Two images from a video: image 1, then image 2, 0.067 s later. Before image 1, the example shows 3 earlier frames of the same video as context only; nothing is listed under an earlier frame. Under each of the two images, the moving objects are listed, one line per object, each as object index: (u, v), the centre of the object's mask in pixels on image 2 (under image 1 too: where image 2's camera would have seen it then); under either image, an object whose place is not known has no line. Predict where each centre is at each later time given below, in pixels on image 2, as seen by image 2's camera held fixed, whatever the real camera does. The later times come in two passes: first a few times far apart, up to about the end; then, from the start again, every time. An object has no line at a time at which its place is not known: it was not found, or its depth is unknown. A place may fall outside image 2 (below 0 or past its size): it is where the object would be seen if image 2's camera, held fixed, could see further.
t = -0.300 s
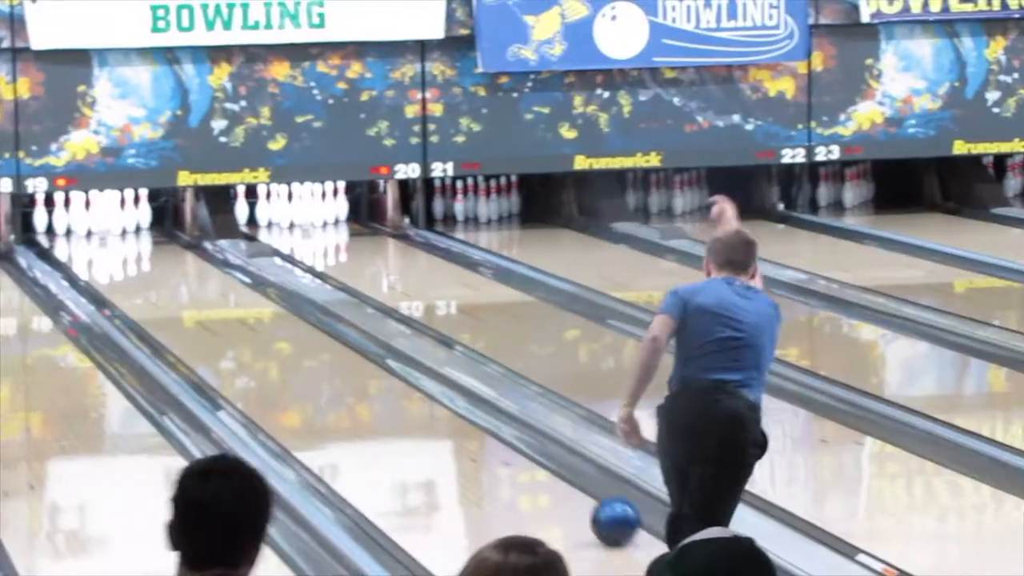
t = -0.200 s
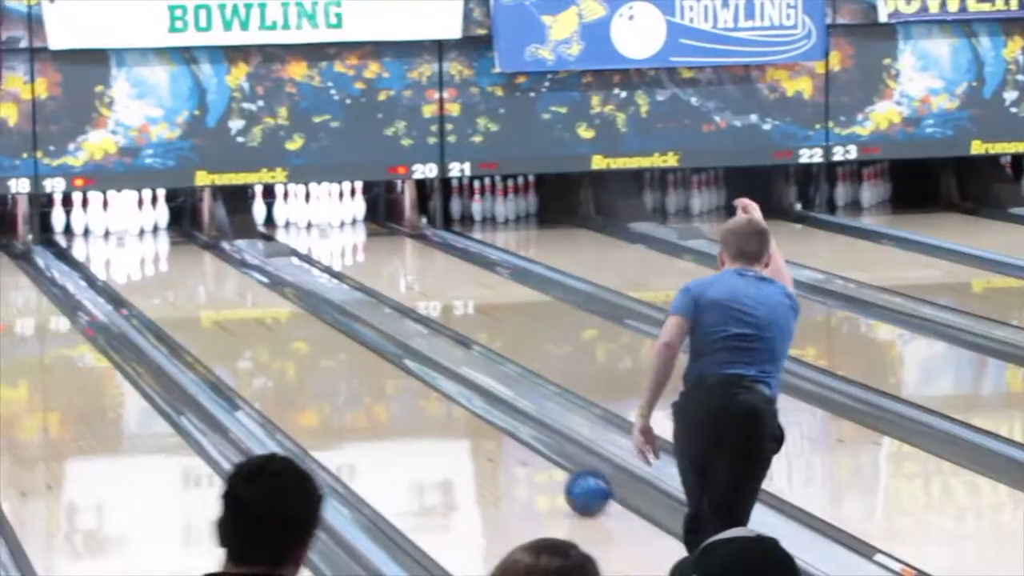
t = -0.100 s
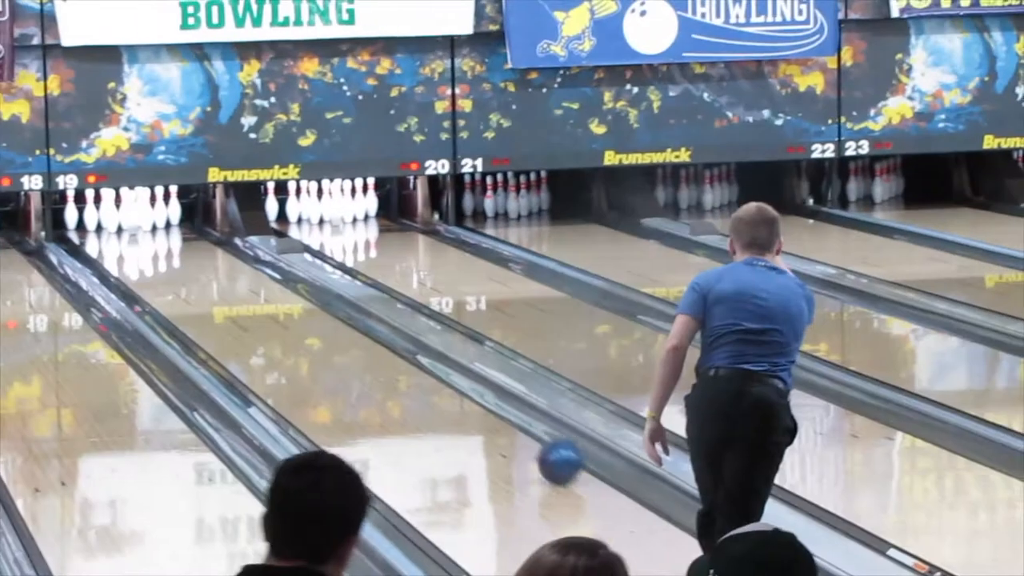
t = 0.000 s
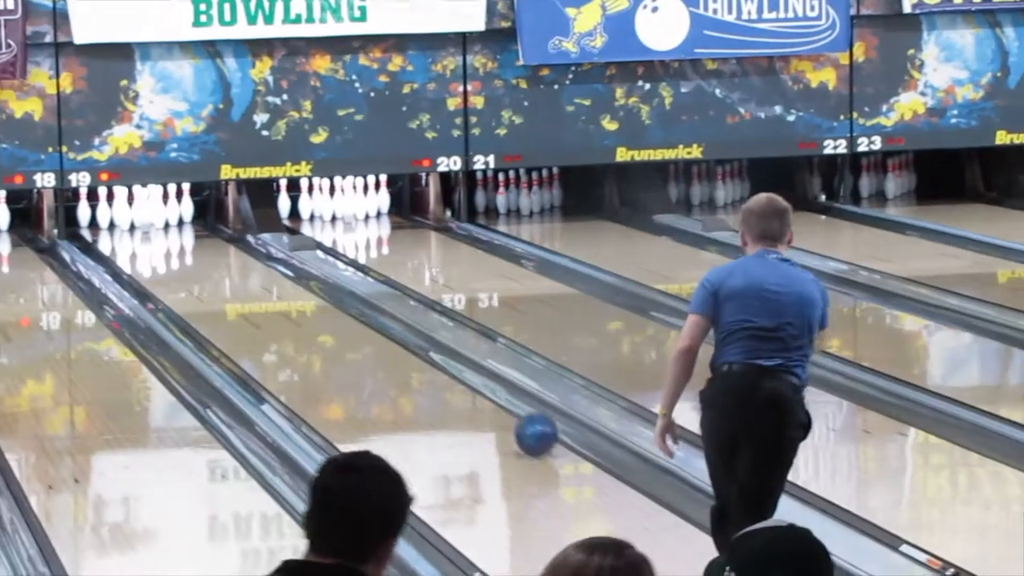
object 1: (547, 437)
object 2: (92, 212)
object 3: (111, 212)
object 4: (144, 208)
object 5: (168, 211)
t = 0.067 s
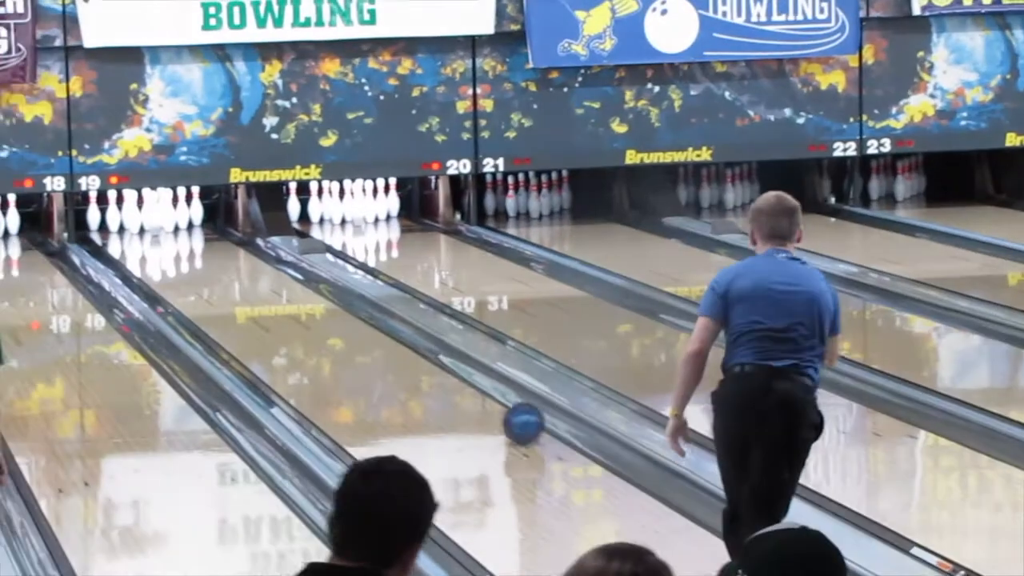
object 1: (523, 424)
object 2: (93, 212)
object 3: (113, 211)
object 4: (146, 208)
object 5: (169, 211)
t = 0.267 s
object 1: (462, 386)
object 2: (95, 212)
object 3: (115, 212)
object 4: (148, 209)
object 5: (171, 211)
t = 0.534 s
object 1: (395, 344)
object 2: (97, 213)
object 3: (116, 213)
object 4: (149, 209)
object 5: (173, 212)
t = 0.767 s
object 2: (98, 212)
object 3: (117, 212)
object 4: (151, 209)
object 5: (174, 212)
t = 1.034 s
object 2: (98, 213)
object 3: (118, 213)
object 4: (151, 209)
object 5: (175, 212)
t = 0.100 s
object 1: (512, 417)
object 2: (94, 212)
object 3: (114, 212)
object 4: (147, 208)
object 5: (170, 211)
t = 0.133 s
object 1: (501, 410)
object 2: (95, 212)
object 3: (114, 212)
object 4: (148, 208)
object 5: (171, 212)
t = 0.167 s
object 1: (491, 403)
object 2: (95, 212)
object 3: (115, 212)
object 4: (148, 208)
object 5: (171, 211)
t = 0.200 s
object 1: (481, 397)
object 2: (95, 212)
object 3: (115, 213)
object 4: (148, 209)
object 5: (172, 212)
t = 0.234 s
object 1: (472, 391)
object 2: (96, 212)
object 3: (115, 213)
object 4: (149, 209)
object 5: (172, 211)
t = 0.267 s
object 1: (462, 386)
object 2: (95, 212)
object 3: (115, 212)
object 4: (148, 209)
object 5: (171, 211)
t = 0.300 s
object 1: (453, 380)
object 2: (95, 212)
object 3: (115, 212)
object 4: (148, 208)
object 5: (171, 211)
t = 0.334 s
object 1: (444, 375)
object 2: (95, 212)
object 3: (115, 212)
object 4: (148, 208)
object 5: (172, 211)
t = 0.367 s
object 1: (436, 370)
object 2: (96, 212)
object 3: (116, 213)
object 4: (149, 209)
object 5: (172, 212)
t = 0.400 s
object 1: (426, 364)
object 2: (96, 213)
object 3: (116, 212)
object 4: (149, 209)
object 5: (173, 212)
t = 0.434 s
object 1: (419, 359)
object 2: (97, 213)
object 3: (116, 212)
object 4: (149, 209)
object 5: (173, 212)
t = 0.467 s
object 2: (97, 212)
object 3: (117, 212)
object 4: (150, 208)
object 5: (174, 211)
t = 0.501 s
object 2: (97, 213)
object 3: (117, 212)
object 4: (150, 209)
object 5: (173, 212)
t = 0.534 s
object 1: (395, 344)
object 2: (97, 213)
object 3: (116, 213)
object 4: (149, 209)
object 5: (173, 212)
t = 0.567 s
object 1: (387, 339)
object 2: (97, 213)
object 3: (116, 213)
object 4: (150, 209)
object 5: (173, 212)
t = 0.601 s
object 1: (380, 334)
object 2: (97, 213)
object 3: (117, 213)
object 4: (150, 209)
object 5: (173, 212)
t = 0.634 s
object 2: (97, 213)
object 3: (117, 213)
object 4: (150, 209)
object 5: (173, 212)
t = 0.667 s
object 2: (97, 212)
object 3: (117, 213)
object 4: (150, 209)
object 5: (173, 212)
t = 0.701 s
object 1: (359, 322)
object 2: (97, 213)
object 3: (117, 213)
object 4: (150, 209)
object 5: (174, 212)
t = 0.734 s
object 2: (98, 213)
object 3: (117, 213)
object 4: (150, 209)
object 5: (174, 212)
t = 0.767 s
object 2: (98, 212)
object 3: (117, 212)
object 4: (151, 209)
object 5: (174, 212)
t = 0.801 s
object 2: (98, 213)
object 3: (117, 213)
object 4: (151, 209)
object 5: (174, 212)
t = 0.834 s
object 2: (98, 213)
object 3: (117, 213)
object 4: (151, 209)
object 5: (174, 212)
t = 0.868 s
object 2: (98, 213)
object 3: (117, 213)
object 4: (150, 209)
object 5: (174, 212)
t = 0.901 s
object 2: (98, 213)
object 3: (117, 213)
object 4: (151, 209)
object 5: (174, 212)
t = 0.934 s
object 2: (98, 213)
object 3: (117, 213)
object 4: (151, 209)
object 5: (174, 212)
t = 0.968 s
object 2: (98, 213)
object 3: (117, 213)
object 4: (151, 209)
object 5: (174, 212)
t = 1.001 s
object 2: (98, 213)
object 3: (118, 213)
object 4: (151, 209)
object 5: (174, 212)
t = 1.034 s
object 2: (98, 213)
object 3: (118, 213)
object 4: (151, 209)
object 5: (175, 212)
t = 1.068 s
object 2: (99, 213)
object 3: (118, 213)
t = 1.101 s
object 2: (99, 213)
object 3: (118, 213)
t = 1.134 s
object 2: (99, 213)
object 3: (119, 213)
